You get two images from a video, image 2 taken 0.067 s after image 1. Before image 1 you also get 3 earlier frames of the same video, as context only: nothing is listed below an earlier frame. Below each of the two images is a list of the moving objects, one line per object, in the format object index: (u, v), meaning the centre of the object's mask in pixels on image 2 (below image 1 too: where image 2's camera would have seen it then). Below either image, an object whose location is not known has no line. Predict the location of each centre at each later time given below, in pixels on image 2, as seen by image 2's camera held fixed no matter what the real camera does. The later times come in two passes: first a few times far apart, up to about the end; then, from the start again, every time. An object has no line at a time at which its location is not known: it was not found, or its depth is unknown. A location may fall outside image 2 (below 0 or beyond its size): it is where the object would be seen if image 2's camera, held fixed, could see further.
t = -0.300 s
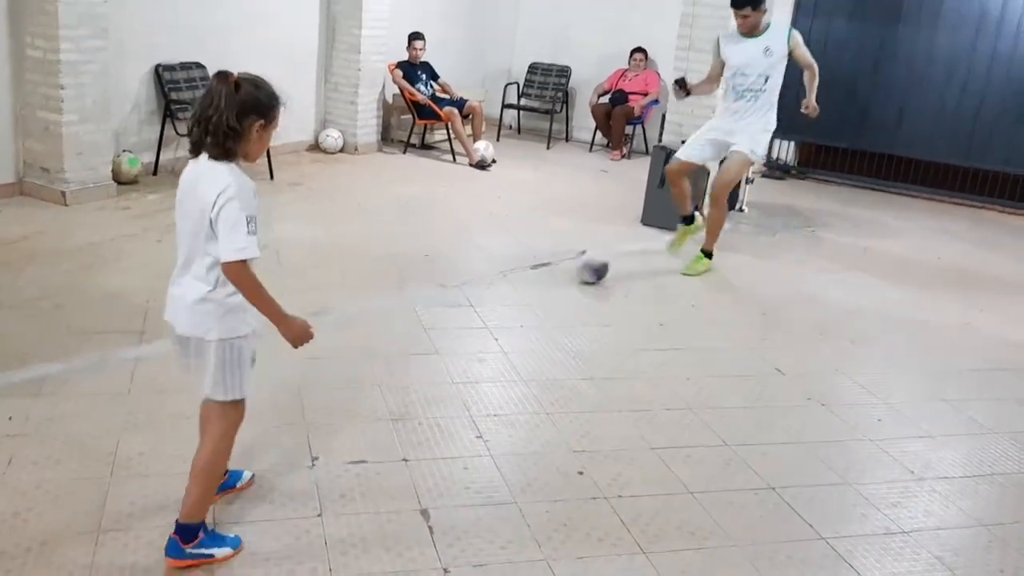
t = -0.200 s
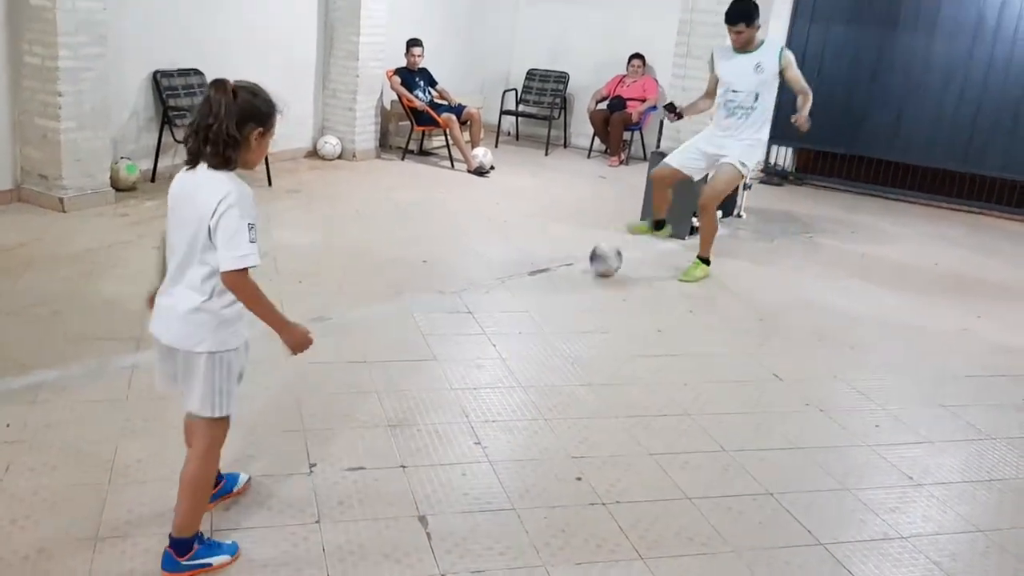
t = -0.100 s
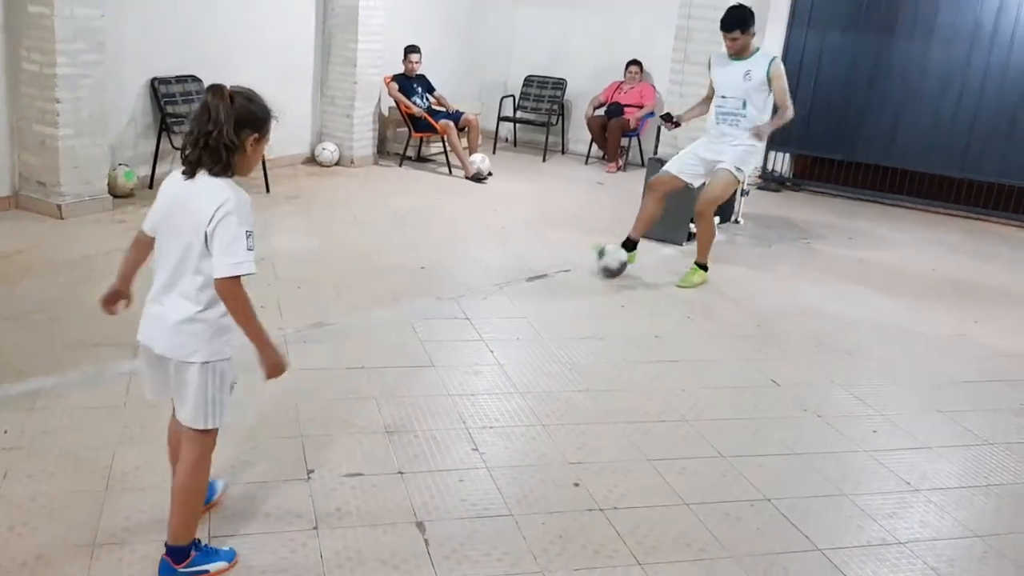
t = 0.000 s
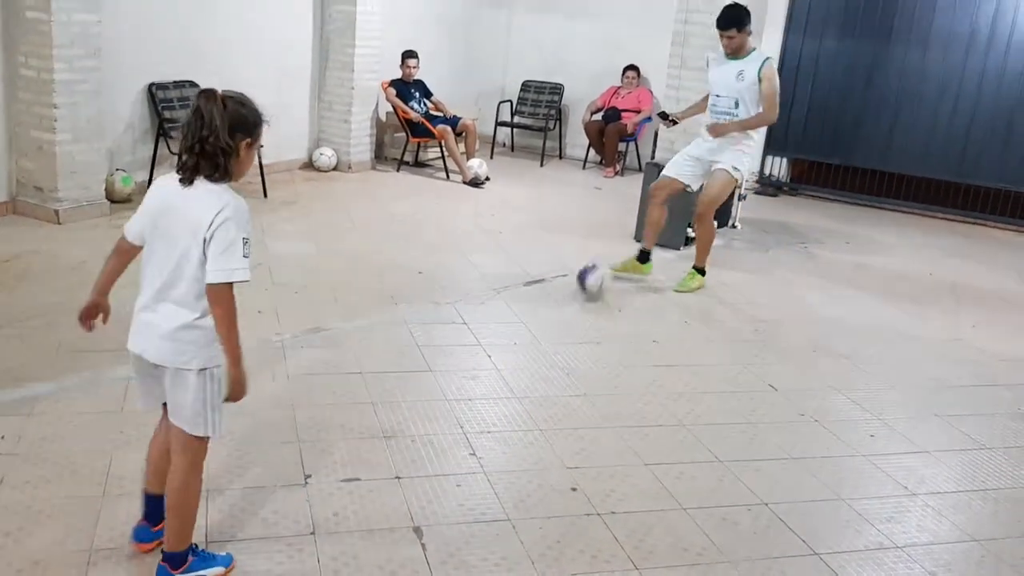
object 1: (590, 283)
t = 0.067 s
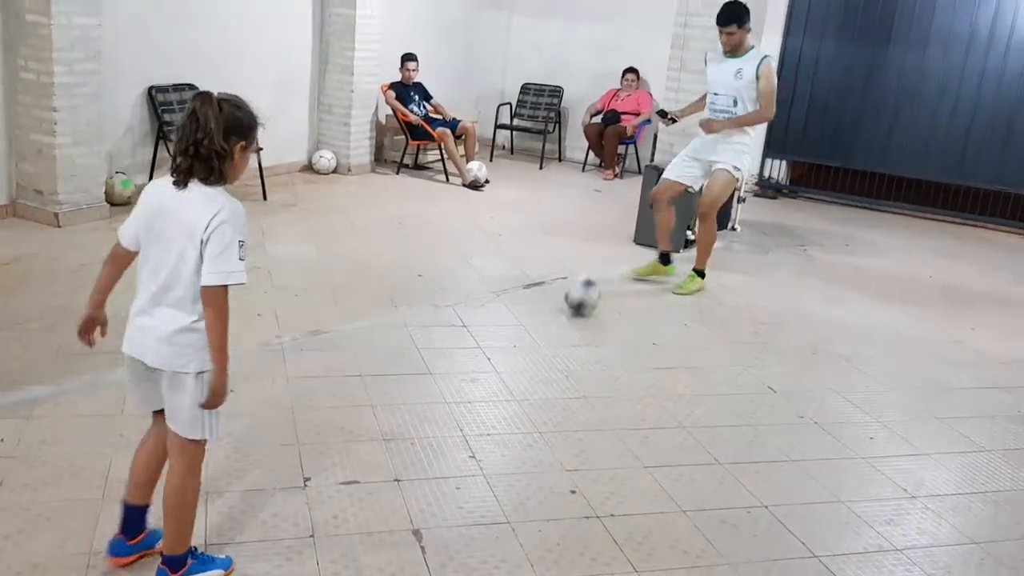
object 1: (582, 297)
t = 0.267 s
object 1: (553, 333)
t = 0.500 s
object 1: (511, 383)
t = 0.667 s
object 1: (472, 431)
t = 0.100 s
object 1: (578, 302)
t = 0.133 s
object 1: (573, 310)
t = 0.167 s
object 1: (568, 314)
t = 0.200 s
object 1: (561, 321)
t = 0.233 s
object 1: (556, 326)
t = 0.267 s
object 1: (553, 333)
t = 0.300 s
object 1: (547, 339)
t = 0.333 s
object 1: (541, 347)
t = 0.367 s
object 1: (535, 353)
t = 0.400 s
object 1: (529, 360)
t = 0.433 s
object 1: (523, 368)
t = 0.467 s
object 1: (517, 374)
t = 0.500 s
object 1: (511, 383)
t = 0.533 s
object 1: (504, 392)
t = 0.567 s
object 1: (496, 401)
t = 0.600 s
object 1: (488, 410)
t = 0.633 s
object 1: (480, 420)
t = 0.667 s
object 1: (472, 431)
